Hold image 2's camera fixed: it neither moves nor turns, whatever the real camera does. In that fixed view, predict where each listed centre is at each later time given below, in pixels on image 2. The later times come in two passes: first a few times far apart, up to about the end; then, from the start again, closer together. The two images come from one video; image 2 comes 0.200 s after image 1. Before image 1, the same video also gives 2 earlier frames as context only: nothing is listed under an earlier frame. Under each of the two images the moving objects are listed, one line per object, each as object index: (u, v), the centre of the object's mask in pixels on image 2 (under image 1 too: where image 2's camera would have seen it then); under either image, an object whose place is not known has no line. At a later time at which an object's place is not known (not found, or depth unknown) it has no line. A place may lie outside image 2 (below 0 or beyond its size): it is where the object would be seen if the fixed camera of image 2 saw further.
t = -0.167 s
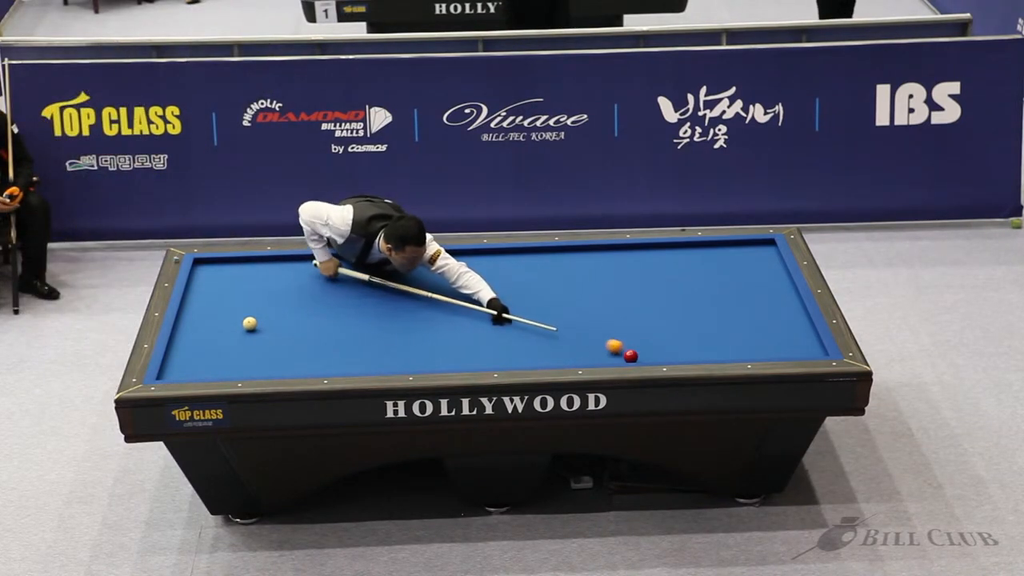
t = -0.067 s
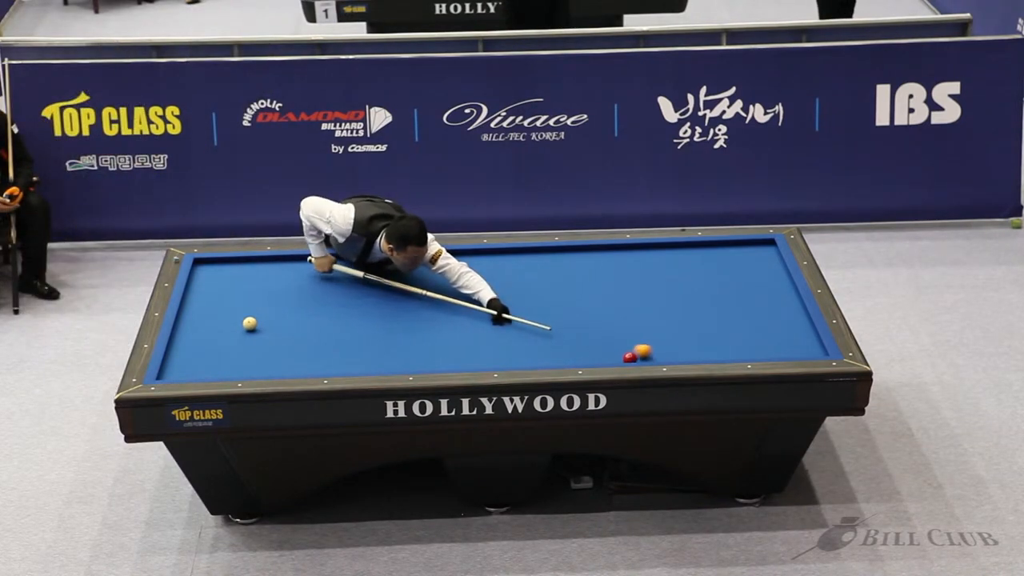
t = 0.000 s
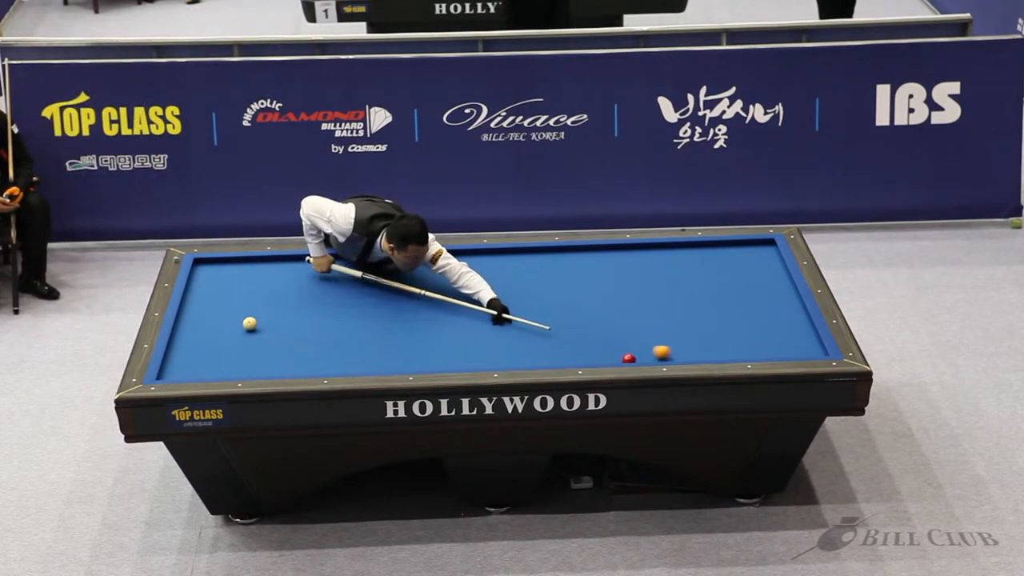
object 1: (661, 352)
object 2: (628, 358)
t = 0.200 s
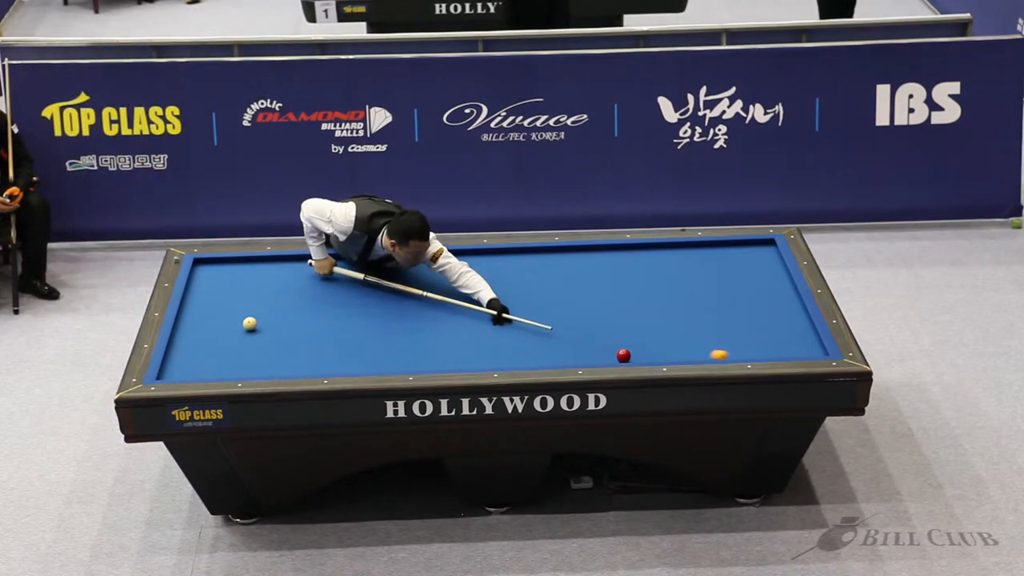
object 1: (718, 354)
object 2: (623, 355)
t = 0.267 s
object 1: (737, 354)
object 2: (622, 354)
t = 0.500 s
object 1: (801, 349)
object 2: (616, 348)
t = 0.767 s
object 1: (775, 340)
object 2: (610, 342)
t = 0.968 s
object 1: (741, 333)
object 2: (606, 338)
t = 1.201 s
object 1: (704, 325)
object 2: (601, 334)
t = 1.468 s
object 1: (662, 316)
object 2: (596, 329)
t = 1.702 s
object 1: (628, 308)
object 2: (591, 325)
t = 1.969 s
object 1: (590, 299)
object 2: (587, 321)
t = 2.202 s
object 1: (559, 292)
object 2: (584, 317)
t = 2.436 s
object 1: (528, 286)
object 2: (581, 314)
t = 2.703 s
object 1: (495, 278)
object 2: (577, 311)
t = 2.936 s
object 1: (467, 272)
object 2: (575, 308)
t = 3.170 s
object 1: (440, 265)
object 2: (572, 305)
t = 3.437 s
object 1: (410, 259)
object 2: (570, 303)
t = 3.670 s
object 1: (386, 255)
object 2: (568, 301)
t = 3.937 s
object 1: (363, 260)
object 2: (566, 298)
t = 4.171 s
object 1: (343, 265)
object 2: (564, 297)
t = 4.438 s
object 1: (321, 269)
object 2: (563, 295)
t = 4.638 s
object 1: (304, 273)
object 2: (562, 294)
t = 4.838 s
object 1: (288, 276)
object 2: (561, 293)
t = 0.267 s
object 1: (737, 354)
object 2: (622, 354)
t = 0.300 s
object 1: (747, 353)
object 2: (621, 353)
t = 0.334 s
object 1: (756, 353)
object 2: (620, 352)
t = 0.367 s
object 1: (765, 352)
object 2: (619, 352)
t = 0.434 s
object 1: (783, 350)
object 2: (618, 350)
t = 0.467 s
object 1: (792, 350)
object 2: (617, 349)
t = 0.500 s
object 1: (801, 349)
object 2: (616, 348)
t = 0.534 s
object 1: (810, 349)
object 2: (615, 348)
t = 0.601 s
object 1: (810, 347)
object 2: (614, 346)
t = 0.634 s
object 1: (802, 345)
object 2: (613, 346)
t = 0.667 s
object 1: (795, 344)
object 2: (612, 345)
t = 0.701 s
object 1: (787, 342)
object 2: (611, 344)
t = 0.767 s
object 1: (775, 340)
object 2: (610, 342)
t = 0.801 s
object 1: (769, 339)
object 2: (609, 342)
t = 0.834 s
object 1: (763, 338)
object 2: (609, 341)
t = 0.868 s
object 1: (758, 337)
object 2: (608, 341)
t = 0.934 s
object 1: (747, 334)
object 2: (606, 339)
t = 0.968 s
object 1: (741, 333)
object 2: (606, 338)
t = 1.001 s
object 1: (736, 332)
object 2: (605, 338)
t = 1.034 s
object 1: (730, 331)
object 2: (604, 337)
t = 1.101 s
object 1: (720, 328)
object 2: (603, 336)
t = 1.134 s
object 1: (714, 327)
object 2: (602, 335)
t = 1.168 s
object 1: (709, 325)
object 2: (602, 335)
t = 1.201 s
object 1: (704, 325)
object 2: (601, 334)
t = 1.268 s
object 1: (693, 322)
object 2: (600, 332)
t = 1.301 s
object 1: (688, 321)
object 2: (599, 332)
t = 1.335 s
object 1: (683, 320)
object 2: (598, 331)
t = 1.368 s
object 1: (678, 319)
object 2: (597, 330)
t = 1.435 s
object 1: (668, 317)
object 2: (596, 329)
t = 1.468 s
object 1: (662, 316)
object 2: (596, 329)
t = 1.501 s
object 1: (658, 314)
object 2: (595, 328)
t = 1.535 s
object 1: (652, 313)
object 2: (594, 328)
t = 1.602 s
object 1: (642, 311)
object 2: (593, 327)
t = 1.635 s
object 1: (638, 310)
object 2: (593, 326)
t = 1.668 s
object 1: (633, 309)
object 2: (592, 325)
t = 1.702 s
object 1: (628, 308)
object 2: (591, 325)
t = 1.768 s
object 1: (618, 306)
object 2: (590, 324)
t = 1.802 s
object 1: (614, 305)
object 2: (590, 323)
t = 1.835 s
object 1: (609, 304)
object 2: (589, 323)
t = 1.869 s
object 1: (605, 302)
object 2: (589, 322)
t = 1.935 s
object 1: (595, 301)
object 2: (588, 321)
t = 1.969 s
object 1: (590, 299)
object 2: (587, 321)
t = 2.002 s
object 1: (586, 298)
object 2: (587, 320)
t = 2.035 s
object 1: (581, 297)
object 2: (586, 320)
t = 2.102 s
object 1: (572, 295)
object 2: (585, 319)
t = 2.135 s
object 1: (568, 294)
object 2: (585, 318)
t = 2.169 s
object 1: (563, 293)
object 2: (584, 318)
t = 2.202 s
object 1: (559, 292)
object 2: (584, 317)
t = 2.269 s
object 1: (550, 290)
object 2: (583, 316)
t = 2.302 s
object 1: (546, 289)
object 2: (582, 315)
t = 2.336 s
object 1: (541, 289)
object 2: (582, 315)
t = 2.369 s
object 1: (537, 288)
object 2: (582, 315)
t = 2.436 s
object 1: (528, 286)
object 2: (581, 314)
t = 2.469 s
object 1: (524, 285)
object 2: (580, 314)
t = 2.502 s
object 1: (520, 284)
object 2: (580, 313)
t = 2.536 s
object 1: (516, 283)
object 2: (579, 312)
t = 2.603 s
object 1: (507, 281)
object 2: (578, 312)
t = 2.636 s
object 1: (503, 280)
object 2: (578, 312)
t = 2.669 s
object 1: (499, 279)
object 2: (577, 311)
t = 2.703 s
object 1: (495, 278)
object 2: (577, 311)
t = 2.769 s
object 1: (487, 276)
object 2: (576, 309)
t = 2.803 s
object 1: (483, 275)
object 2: (576, 309)
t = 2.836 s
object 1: (479, 274)
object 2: (576, 309)
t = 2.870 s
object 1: (475, 273)
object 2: (575, 308)
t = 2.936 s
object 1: (467, 272)
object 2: (575, 308)
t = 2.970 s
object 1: (463, 271)
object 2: (574, 307)
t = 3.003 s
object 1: (459, 270)
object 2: (574, 307)
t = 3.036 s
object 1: (455, 269)
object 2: (573, 306)
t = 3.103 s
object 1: (447, 267)
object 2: (573, 306)
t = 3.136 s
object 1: (444, 267)
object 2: (572, 306)
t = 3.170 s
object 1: (440, 265)
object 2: (572, 305)
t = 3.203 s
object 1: (436, 265)
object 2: (572, 305)
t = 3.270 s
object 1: (429, 263)
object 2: (571, 304)
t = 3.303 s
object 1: (425, 262)
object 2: (571, 304)
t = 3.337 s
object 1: (421, 261)
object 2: (571, 303)
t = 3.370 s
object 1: (417, 260)
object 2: (570, 304)
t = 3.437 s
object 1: (410, 259)
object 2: (570, 303)
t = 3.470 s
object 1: (407, 258)
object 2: (570, 302)
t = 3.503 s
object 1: (403, 257)
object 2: (569, 302)
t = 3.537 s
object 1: (399, 256)
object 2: (569, 302)
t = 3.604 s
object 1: (392, 255)
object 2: (568, 301)
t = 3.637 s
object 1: (389, 255)
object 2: (568, 301)
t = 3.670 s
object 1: (386, 255)
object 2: (568, 301)
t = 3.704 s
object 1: (383, 256)
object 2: (568, 300)
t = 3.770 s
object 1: (377, 257)
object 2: (567, 300)
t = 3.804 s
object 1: (374, 258)
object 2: (567, 300)
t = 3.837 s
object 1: (372, 259)
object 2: (566, 299)
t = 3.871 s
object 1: (369, 259)
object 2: (566, 299)
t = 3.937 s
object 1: (363, 260)
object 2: (566, 298)
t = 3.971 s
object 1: (360, 261)
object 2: (565, 298)
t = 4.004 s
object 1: (357, 261)
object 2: (565, 298)
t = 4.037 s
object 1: (354, 262)
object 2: (565, 298)
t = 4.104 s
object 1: (349, 263)
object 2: (565, 297)
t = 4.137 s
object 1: (346, 264)
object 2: (564, 297)
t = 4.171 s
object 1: (343, 265)
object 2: (564, 297)
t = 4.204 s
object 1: (340, 265)
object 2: (564, 296)
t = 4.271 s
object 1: (335, 266)
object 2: (563, 296)
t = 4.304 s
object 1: (332, 267)
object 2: (563, 296)
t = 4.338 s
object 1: (329, 267)
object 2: (563, 296)
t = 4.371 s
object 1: (326, 268)
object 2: (563, 296)
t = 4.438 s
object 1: (321, 269)
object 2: (563, 295)
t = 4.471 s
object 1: (318, 270)
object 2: (563, 295)
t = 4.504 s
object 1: (315, 271)
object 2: (562, 295)
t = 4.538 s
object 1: (313, 271)
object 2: (562, 294)
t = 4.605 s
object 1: (307, 272)
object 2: (562, 294)
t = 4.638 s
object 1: (304, 273)
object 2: (562, 294)
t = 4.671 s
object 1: (302, 273)
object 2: (562, 294)
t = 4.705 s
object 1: (299, 274)
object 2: (561, 294)
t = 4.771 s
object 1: (294, 275)
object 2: (561, 294)
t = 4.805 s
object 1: (291, 275)
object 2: (561, 293)
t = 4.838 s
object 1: (288, 276)
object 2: (561, 293)
